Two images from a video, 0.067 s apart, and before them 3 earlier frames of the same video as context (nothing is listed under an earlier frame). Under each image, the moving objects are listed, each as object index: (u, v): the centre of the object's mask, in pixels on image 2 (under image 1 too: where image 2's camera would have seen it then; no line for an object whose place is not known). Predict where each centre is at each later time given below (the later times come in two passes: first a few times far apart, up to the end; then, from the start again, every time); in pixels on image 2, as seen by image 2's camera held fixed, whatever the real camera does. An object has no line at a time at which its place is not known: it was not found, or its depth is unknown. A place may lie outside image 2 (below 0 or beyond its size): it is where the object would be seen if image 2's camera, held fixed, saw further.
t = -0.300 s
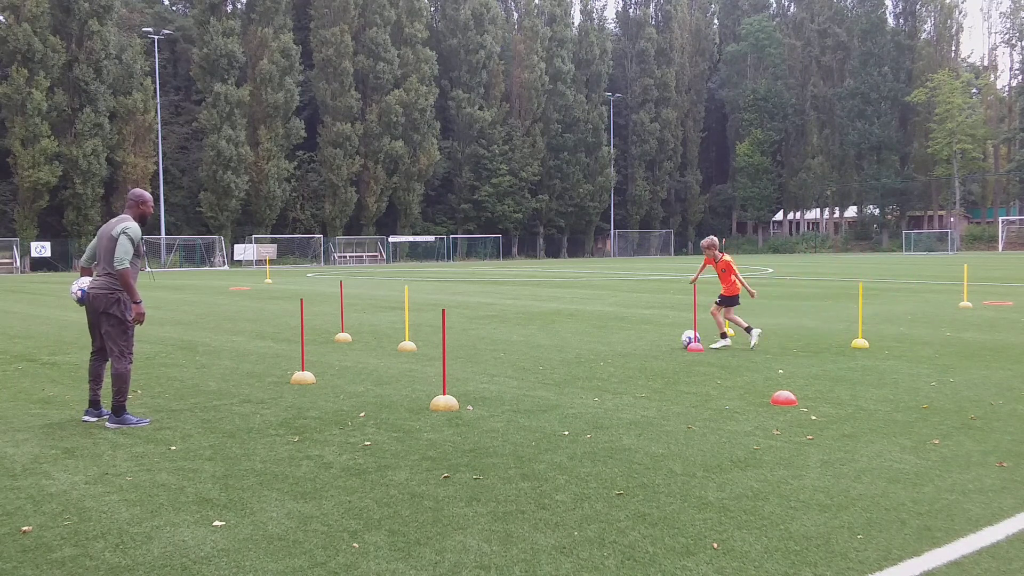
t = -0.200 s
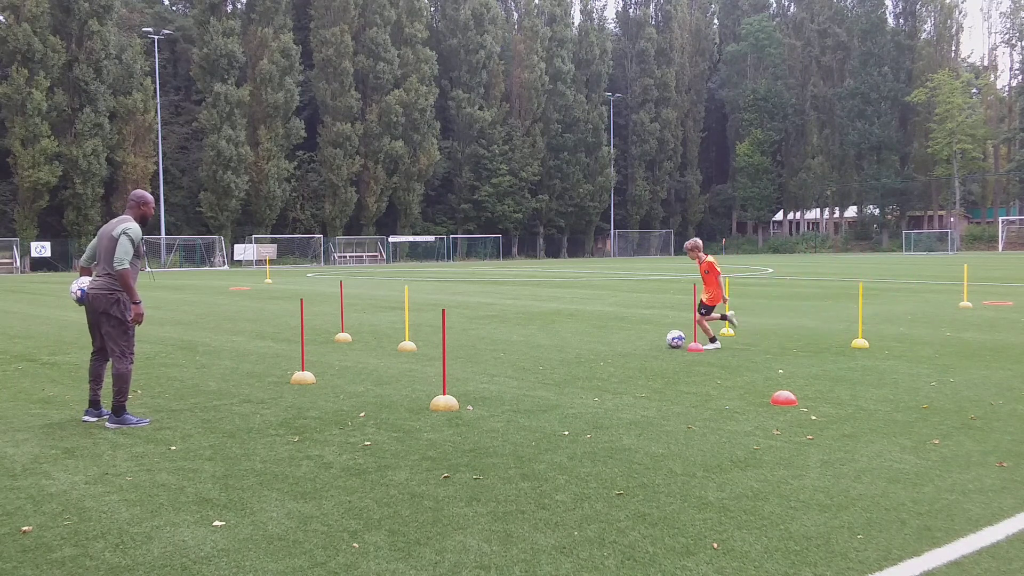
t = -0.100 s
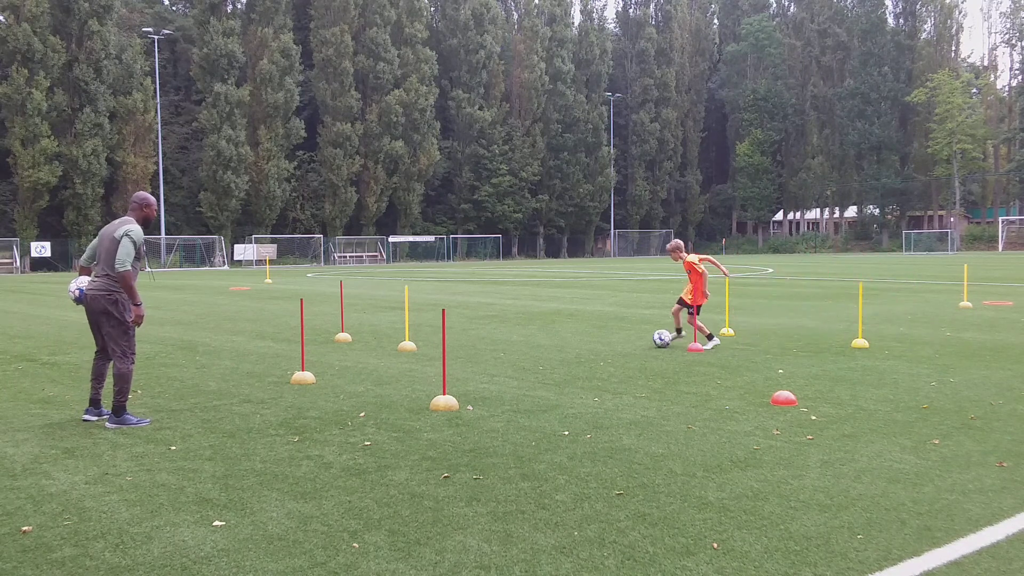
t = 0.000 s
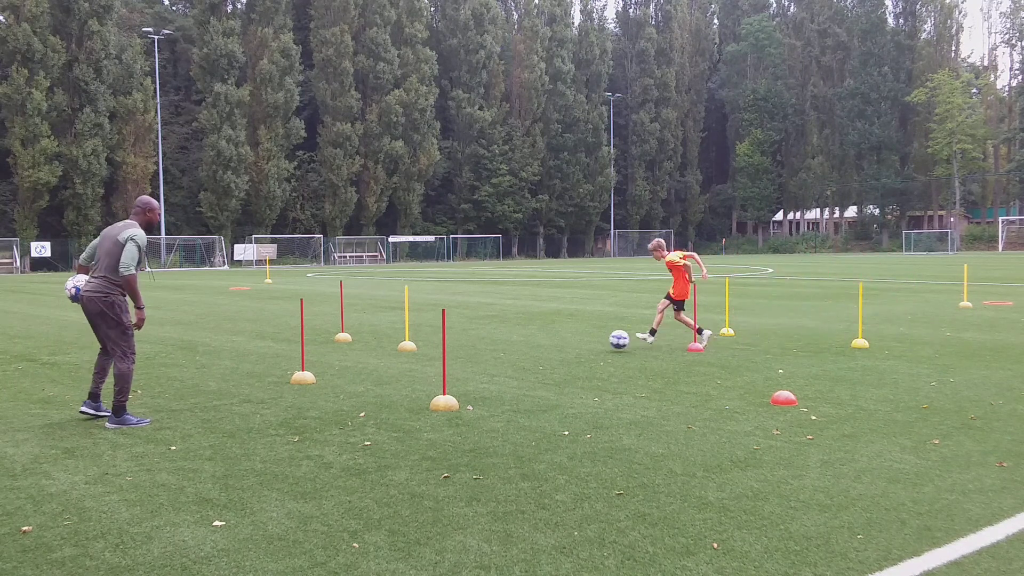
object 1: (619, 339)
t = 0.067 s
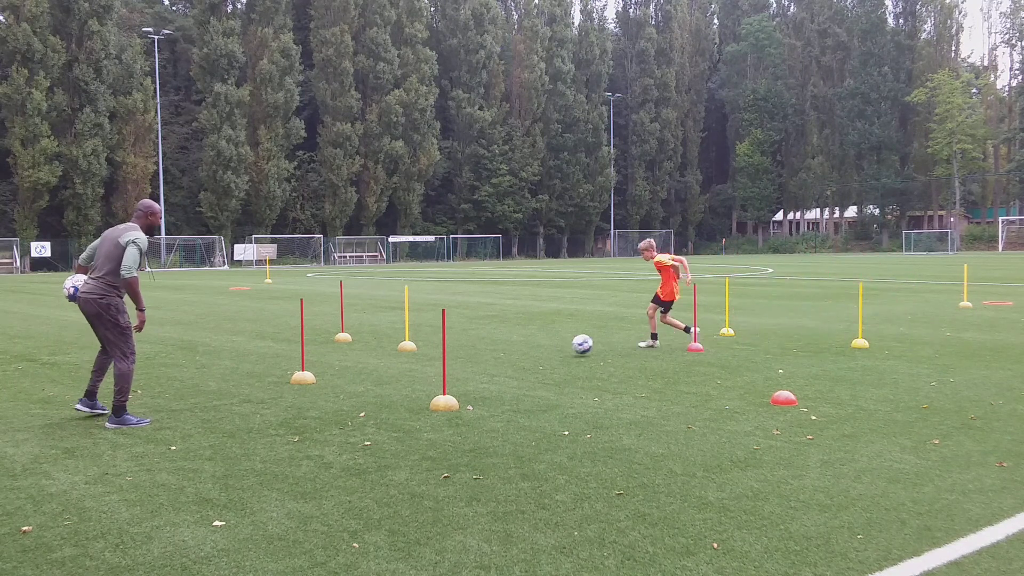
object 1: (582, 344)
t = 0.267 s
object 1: (470, 355)
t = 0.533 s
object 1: (317, 376)
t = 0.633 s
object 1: (264, 377)
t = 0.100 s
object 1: (562, 348)
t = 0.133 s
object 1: (544, 350)
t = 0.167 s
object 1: (526, 350)
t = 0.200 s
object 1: (508, 351)
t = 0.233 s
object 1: (489, 352)
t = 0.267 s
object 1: (470, 355)
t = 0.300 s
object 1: (453, 359)
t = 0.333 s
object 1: (429, 363)
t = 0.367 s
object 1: (411, 364)
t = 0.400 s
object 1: (393, 364)
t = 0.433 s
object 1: (375, 365)
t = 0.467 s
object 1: (356, 368)
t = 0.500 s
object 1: (337, 371)
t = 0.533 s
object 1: (317, 376)
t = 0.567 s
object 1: (299, 376)
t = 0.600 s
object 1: (281, 376)
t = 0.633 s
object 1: (264, 377)
